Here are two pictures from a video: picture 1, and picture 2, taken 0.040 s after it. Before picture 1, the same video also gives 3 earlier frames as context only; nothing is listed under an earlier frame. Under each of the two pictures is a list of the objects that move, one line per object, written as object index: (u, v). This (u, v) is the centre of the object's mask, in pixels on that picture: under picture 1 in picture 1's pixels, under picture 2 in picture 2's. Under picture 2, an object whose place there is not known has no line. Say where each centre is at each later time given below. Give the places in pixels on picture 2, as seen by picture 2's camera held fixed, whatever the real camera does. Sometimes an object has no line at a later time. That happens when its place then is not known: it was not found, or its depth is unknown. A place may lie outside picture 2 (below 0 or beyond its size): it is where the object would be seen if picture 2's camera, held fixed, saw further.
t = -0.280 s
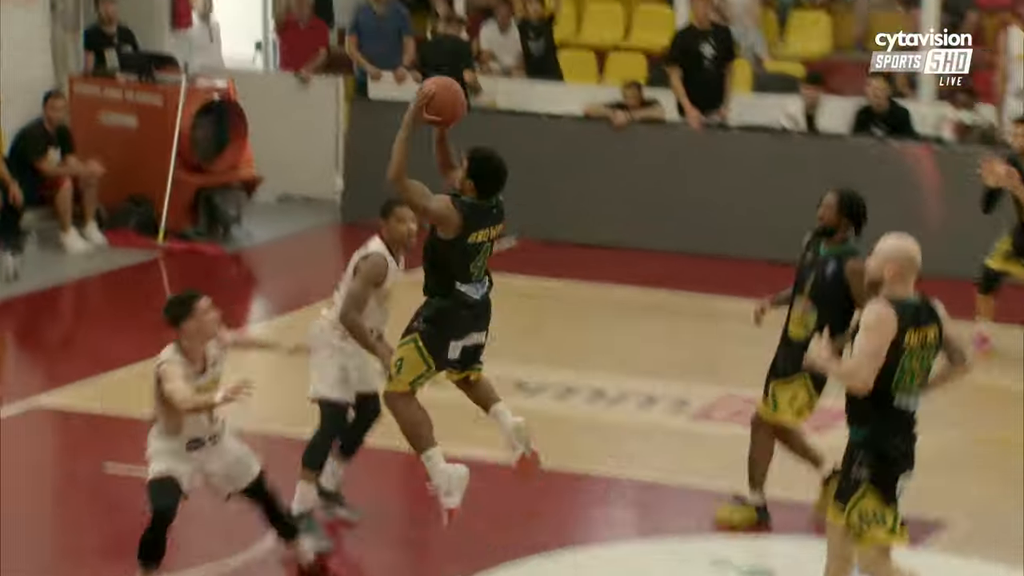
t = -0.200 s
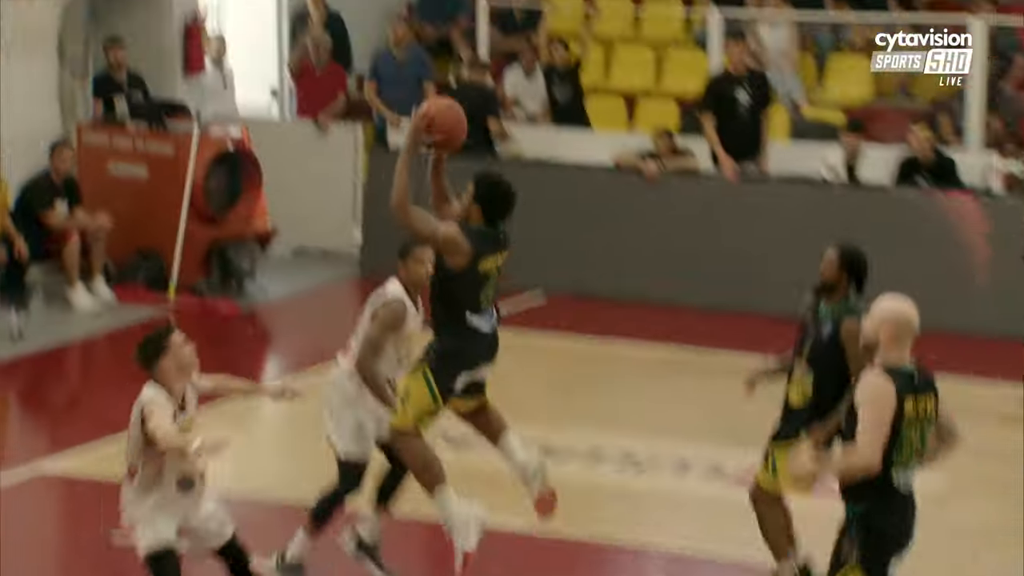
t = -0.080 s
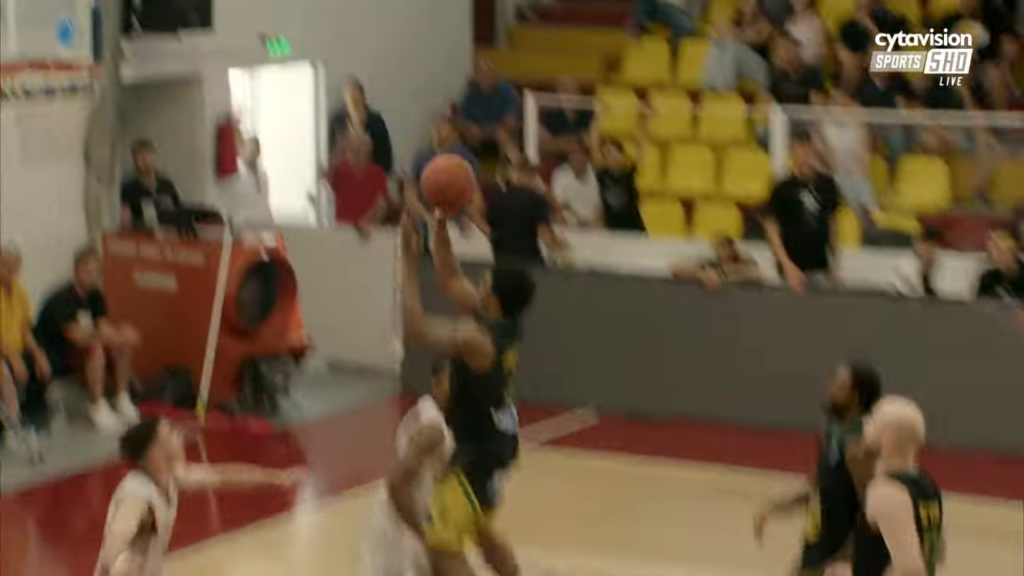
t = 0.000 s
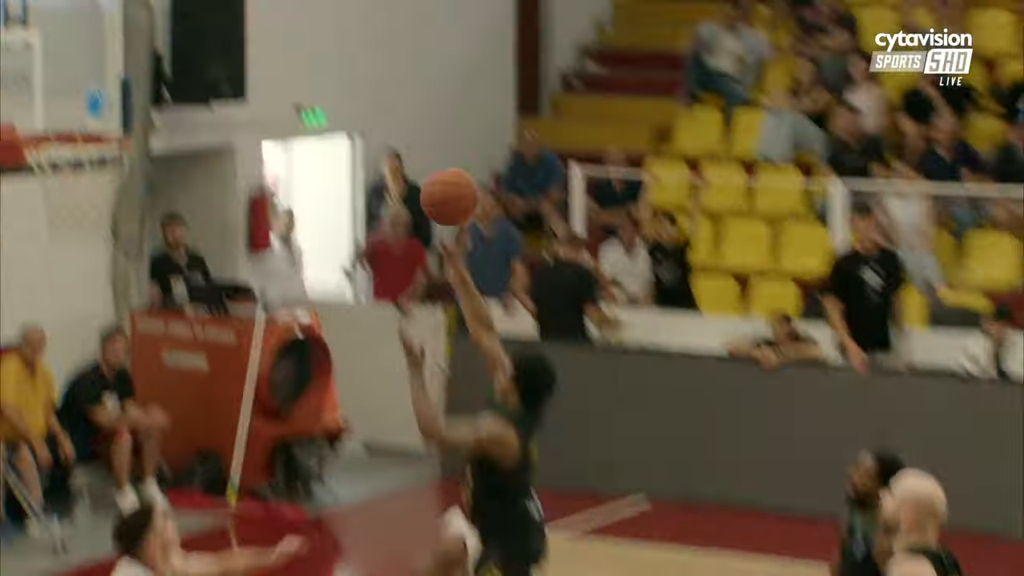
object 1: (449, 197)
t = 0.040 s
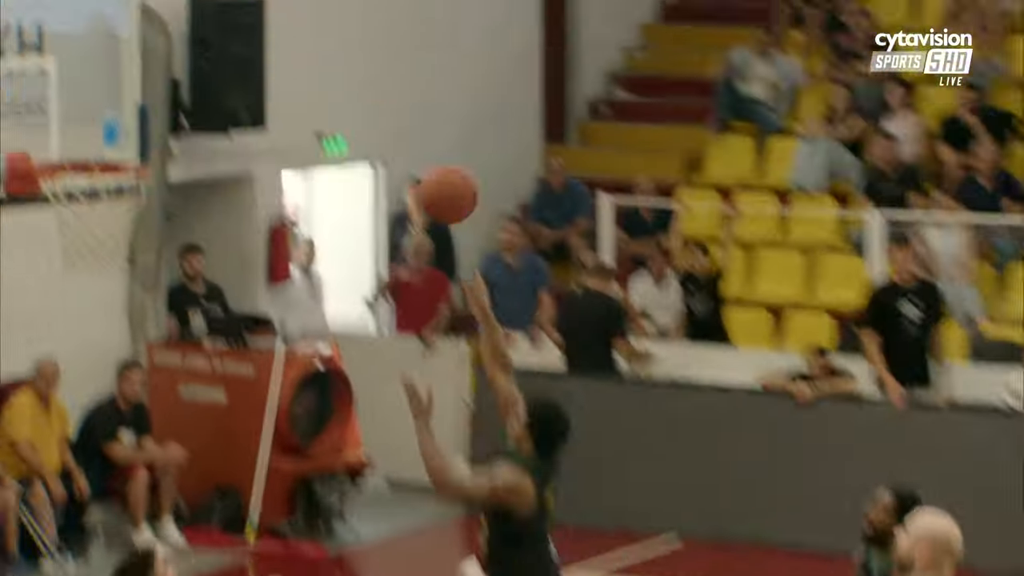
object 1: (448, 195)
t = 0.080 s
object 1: (422, 167)
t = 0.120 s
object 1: (397, 144)
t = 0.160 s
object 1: (372, 124)
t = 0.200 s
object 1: (348, 109)
